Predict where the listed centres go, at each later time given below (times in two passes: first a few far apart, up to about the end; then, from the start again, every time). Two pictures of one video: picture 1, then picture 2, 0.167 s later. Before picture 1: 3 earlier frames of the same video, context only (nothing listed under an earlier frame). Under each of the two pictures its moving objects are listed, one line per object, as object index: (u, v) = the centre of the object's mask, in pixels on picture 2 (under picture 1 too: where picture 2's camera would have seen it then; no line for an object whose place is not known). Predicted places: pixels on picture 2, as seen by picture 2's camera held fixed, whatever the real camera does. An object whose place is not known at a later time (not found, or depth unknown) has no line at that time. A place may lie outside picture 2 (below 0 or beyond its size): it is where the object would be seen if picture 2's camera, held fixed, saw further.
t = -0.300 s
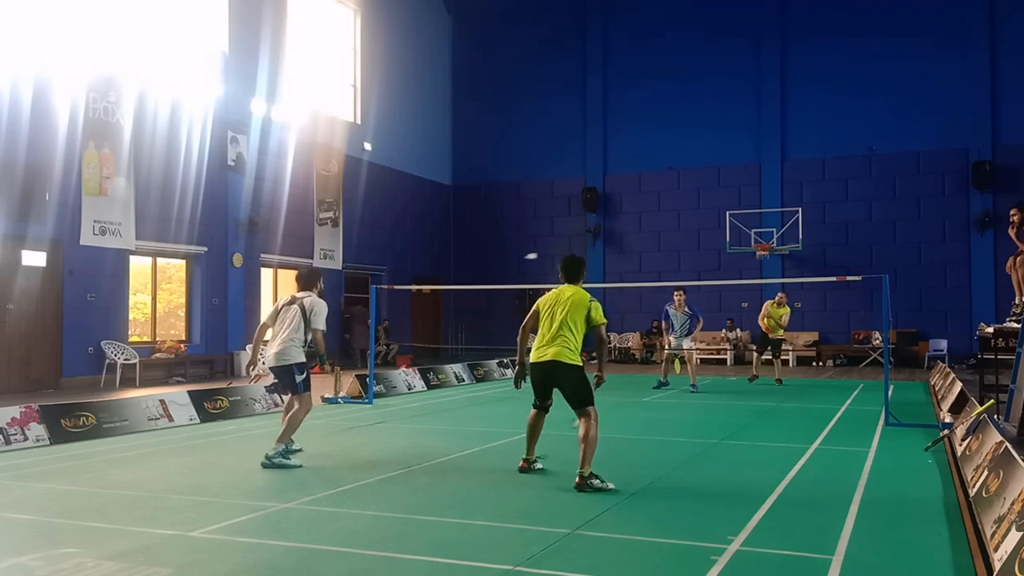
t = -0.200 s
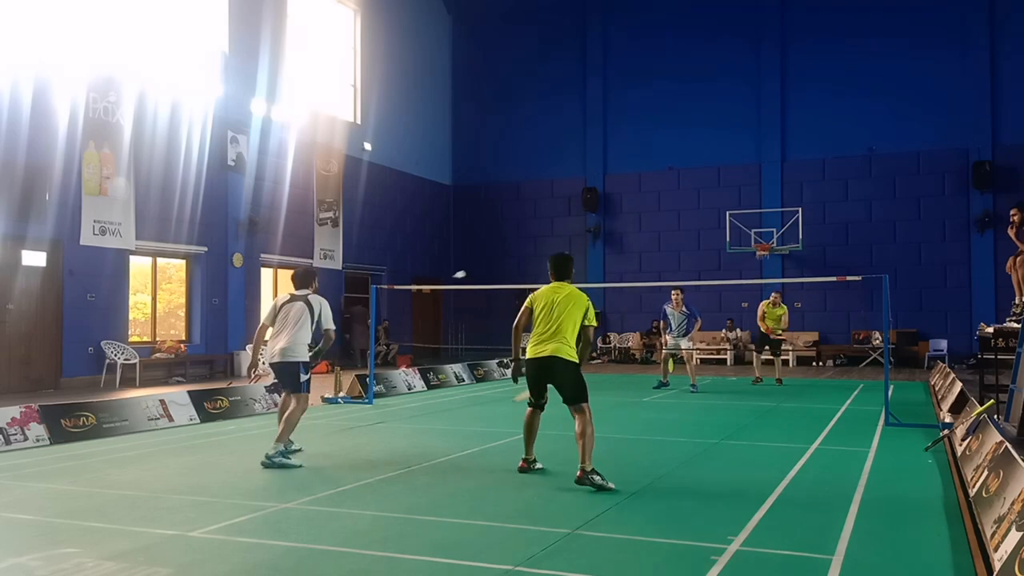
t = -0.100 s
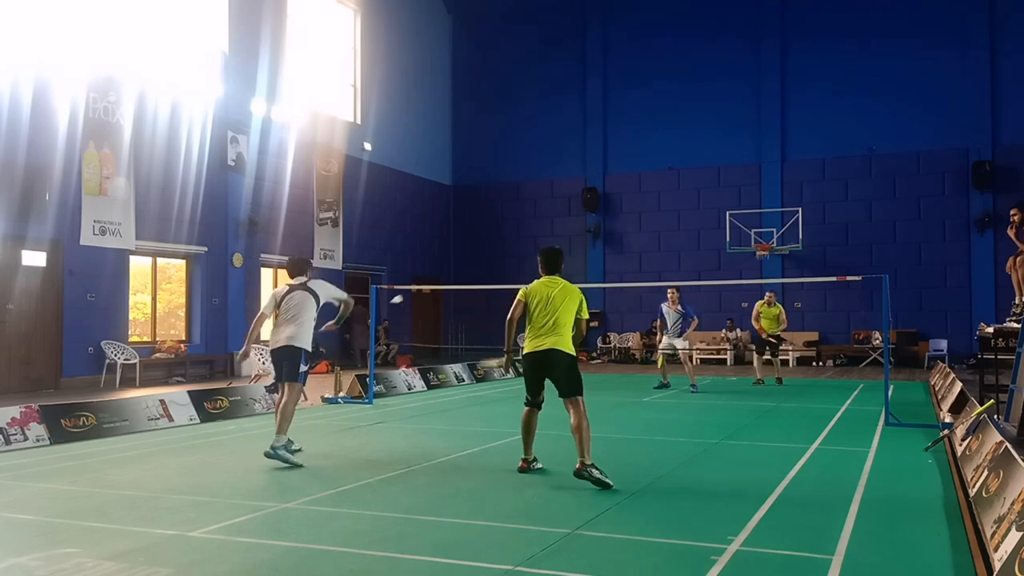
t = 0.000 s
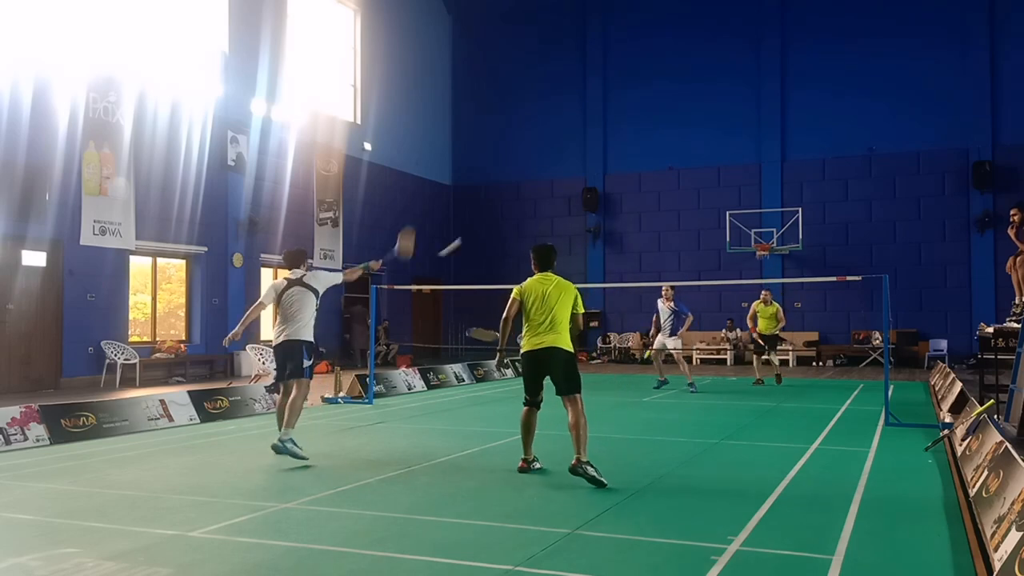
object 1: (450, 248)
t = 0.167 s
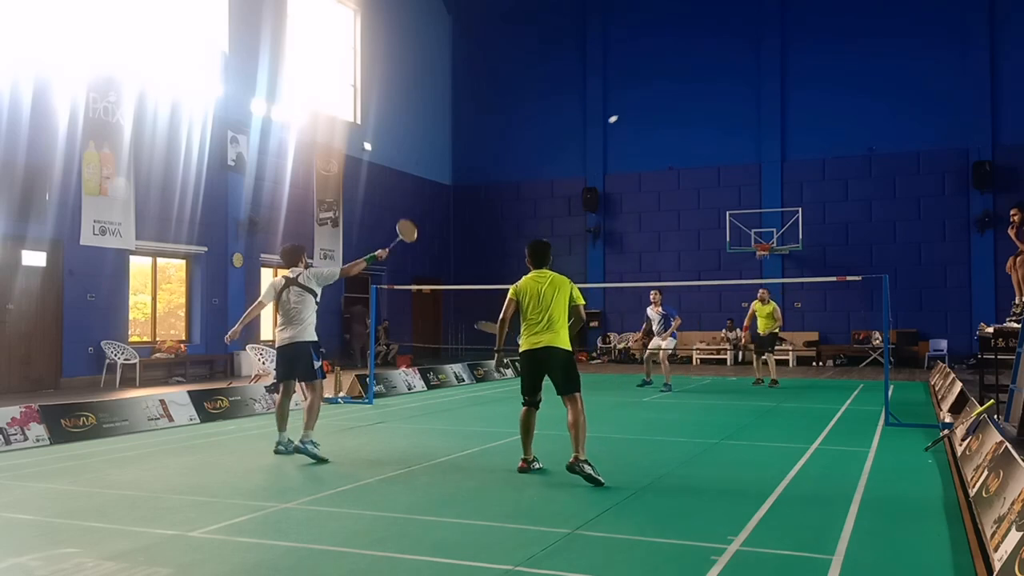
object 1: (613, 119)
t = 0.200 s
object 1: (630, 108)
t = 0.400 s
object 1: (697, 79)
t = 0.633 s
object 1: (742, 86)
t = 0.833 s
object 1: (770, 115)
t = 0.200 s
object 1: (630, 108)
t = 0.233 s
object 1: (644, 99)
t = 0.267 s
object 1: (657, 93)
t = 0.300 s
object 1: (669, 87)
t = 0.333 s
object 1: (679, 83)
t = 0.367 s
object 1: (688, 80)
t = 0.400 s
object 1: (697, 79)
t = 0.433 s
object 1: (705, 77)
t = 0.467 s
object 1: (712, 77)
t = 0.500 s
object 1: (719, 78)
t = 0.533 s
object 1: (725, 79)
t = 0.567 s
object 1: (731, 81)
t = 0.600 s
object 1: (737, 83)
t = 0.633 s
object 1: (742, 86)
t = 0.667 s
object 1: (748, 90)
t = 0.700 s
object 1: (753, 94)
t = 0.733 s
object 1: (757, 98)
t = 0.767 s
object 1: (762, 104)
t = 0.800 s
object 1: (766, 109)
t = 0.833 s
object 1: (770, 115)
